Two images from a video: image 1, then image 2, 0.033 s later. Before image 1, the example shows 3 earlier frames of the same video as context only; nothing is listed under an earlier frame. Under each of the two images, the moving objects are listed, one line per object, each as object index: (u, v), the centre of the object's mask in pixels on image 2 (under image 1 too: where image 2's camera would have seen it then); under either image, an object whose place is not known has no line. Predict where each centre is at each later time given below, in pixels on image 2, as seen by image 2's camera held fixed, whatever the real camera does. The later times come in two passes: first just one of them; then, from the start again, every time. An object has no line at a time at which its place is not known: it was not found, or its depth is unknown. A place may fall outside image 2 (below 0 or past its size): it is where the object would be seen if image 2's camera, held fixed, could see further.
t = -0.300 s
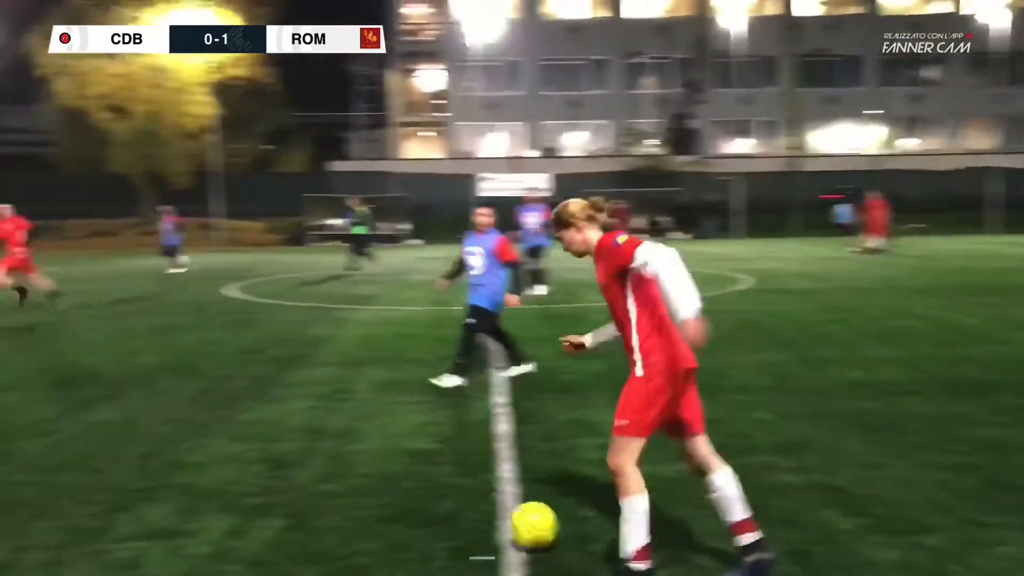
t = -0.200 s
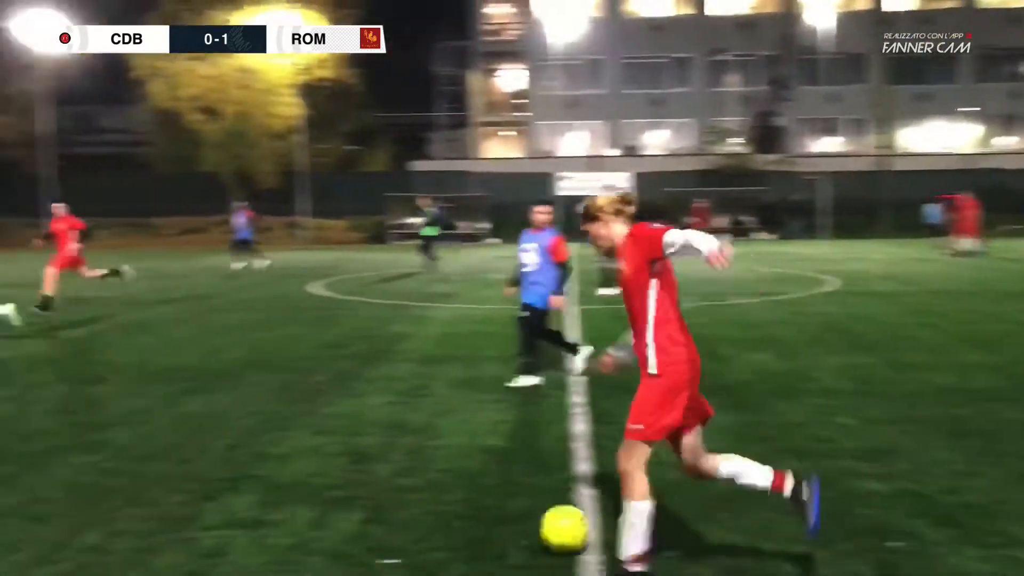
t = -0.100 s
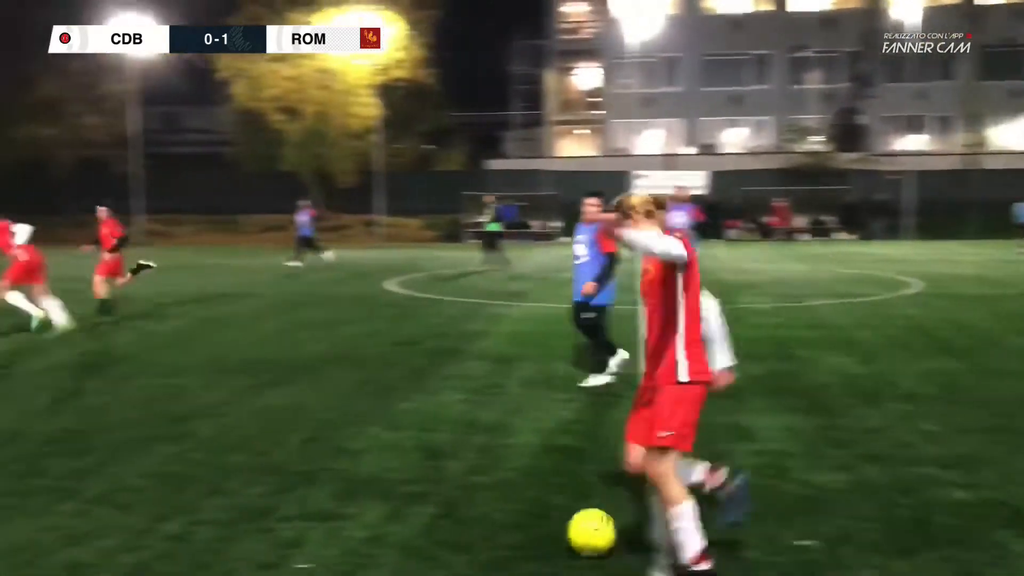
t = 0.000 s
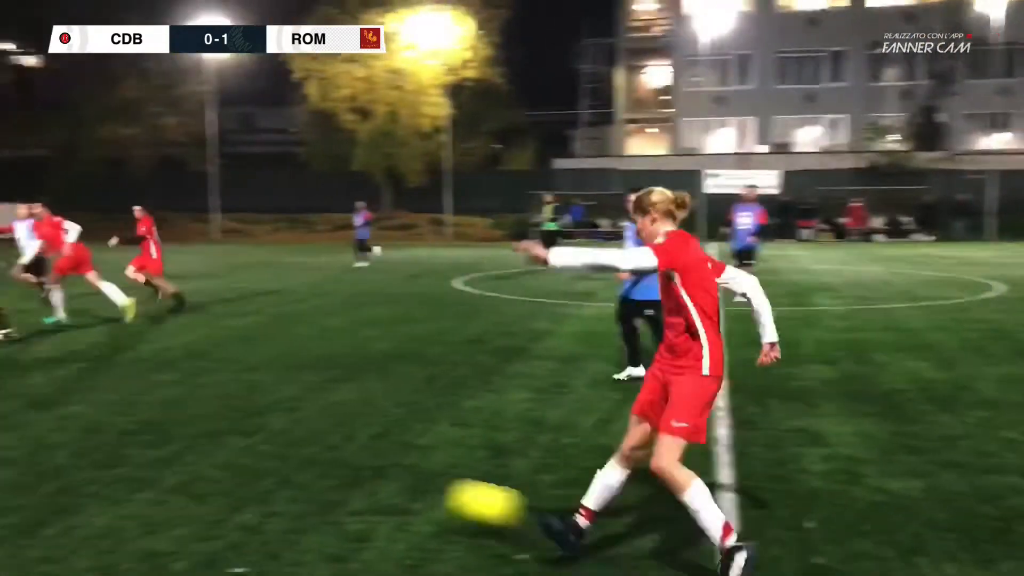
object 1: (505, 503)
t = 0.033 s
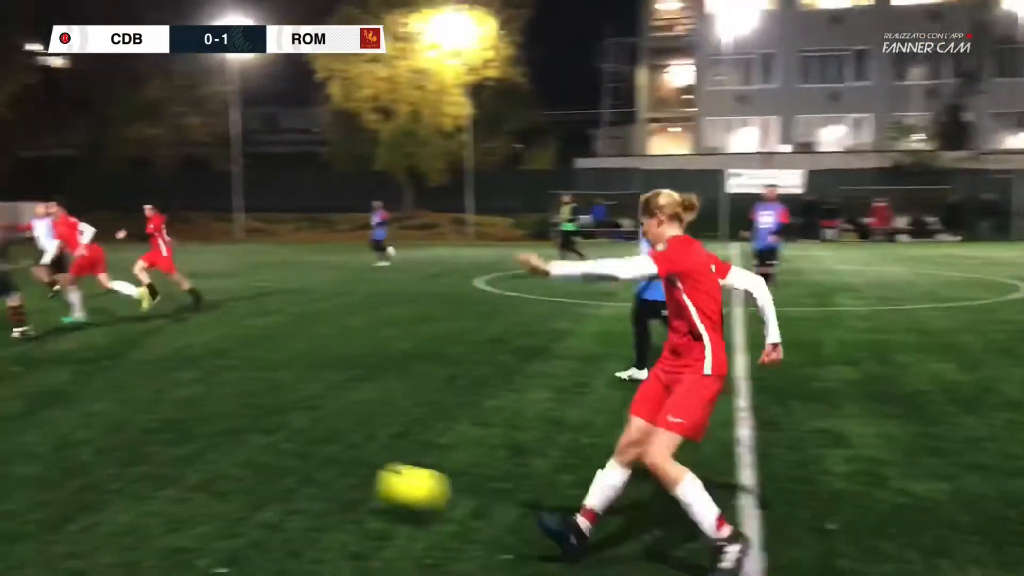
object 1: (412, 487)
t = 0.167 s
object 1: (102, 449)
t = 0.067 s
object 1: (326, 473)
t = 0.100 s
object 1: (246, 463)
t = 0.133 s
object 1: (171, 455)
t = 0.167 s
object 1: (102, 449)
